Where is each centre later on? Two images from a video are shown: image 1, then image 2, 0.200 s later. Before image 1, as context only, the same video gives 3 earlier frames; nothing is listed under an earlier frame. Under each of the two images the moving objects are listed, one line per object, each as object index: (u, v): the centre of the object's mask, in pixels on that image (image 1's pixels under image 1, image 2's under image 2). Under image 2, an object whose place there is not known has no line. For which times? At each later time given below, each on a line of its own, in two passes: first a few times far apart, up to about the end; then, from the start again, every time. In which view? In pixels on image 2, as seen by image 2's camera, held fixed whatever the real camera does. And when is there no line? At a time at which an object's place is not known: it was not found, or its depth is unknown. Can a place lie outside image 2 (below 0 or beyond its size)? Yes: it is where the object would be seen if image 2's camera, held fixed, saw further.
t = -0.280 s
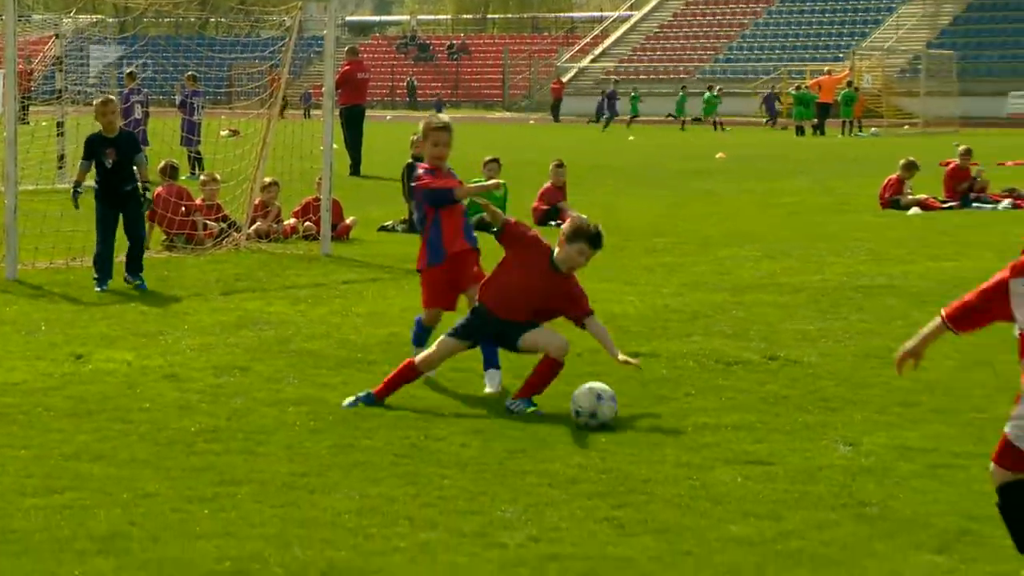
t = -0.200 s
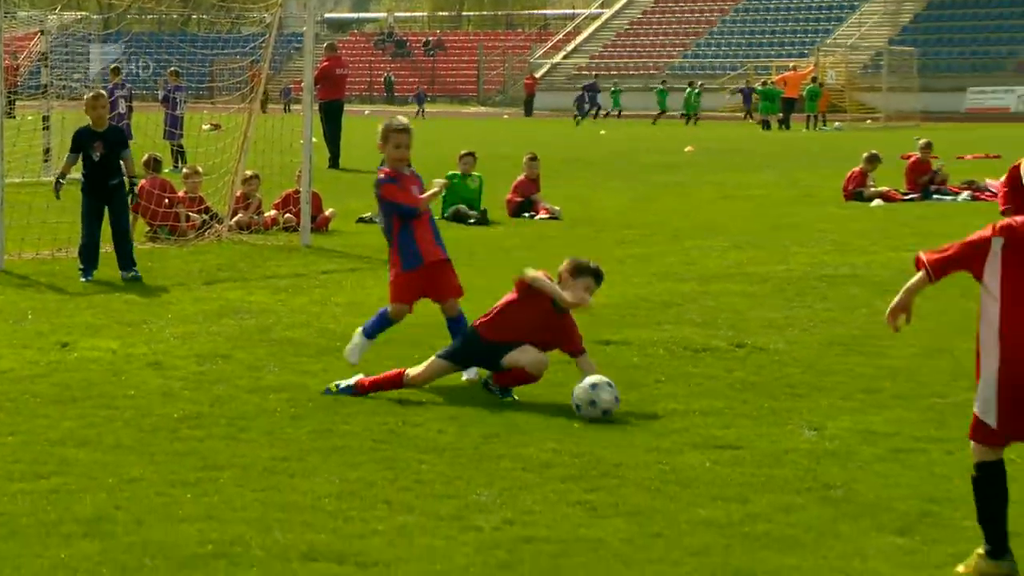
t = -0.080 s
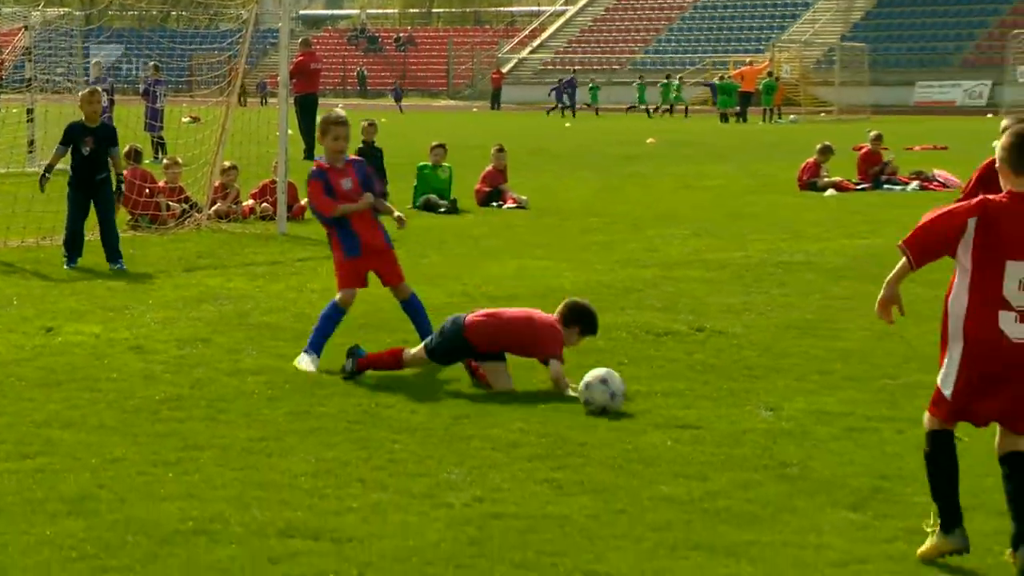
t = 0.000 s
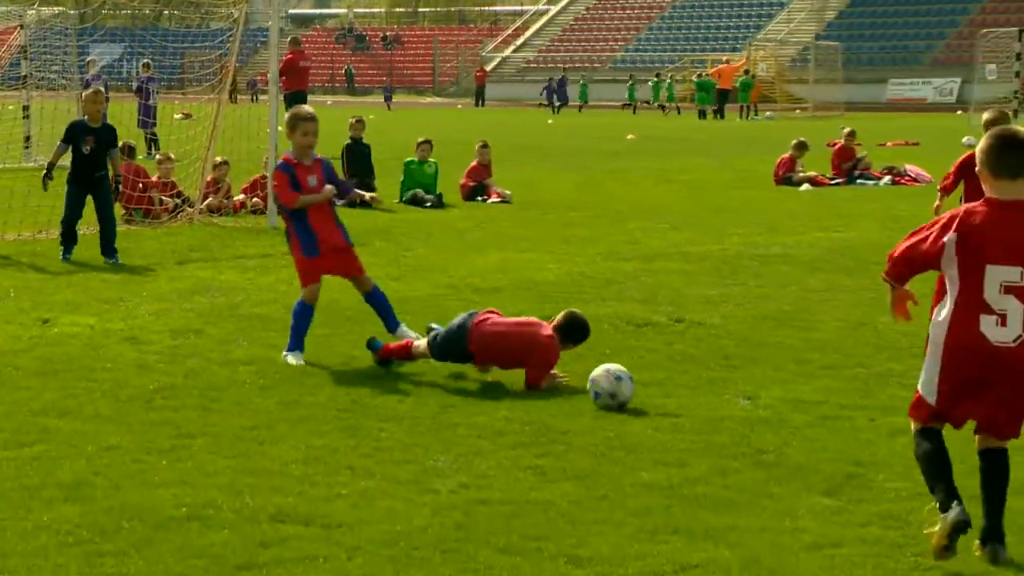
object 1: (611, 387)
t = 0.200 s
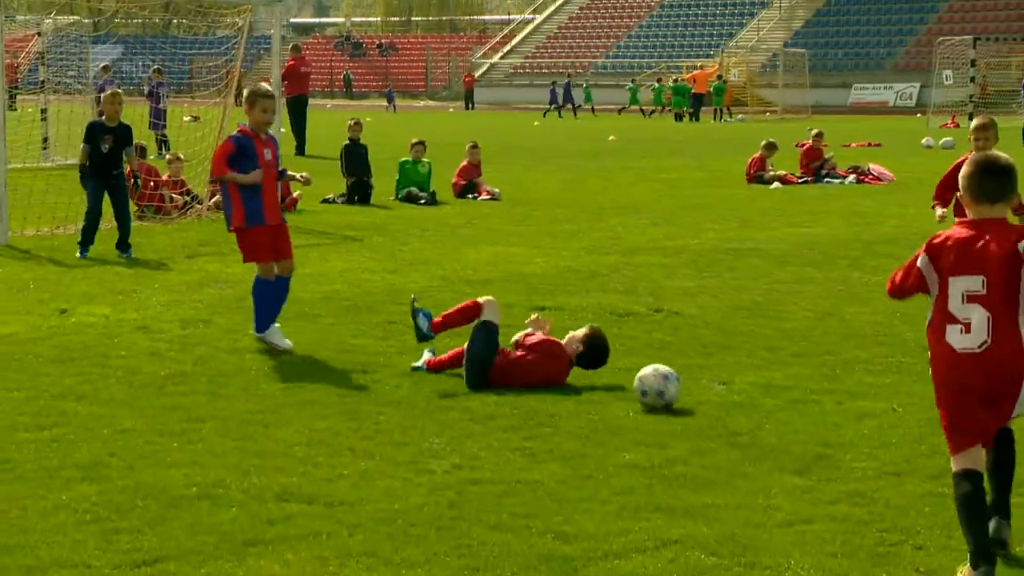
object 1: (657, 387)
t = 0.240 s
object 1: (670, 390)
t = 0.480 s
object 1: (746, 408)
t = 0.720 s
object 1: (822, 432)
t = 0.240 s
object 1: (670, 390)
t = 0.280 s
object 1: (682, 394)
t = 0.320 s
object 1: (695, 397)
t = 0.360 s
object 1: (708, 402)
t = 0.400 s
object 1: (721, 404)
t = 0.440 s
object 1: (733, 405)
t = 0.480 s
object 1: (746, 408)
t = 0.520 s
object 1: (758, 414)
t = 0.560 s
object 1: (772, 417)
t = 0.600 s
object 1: (785, 420)
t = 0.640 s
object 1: (797, 424)
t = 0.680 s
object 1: (809, 428)
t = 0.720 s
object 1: (822, 432)
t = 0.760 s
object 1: (834, 433)
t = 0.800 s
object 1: (845, 439)
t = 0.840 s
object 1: (859, 444)
